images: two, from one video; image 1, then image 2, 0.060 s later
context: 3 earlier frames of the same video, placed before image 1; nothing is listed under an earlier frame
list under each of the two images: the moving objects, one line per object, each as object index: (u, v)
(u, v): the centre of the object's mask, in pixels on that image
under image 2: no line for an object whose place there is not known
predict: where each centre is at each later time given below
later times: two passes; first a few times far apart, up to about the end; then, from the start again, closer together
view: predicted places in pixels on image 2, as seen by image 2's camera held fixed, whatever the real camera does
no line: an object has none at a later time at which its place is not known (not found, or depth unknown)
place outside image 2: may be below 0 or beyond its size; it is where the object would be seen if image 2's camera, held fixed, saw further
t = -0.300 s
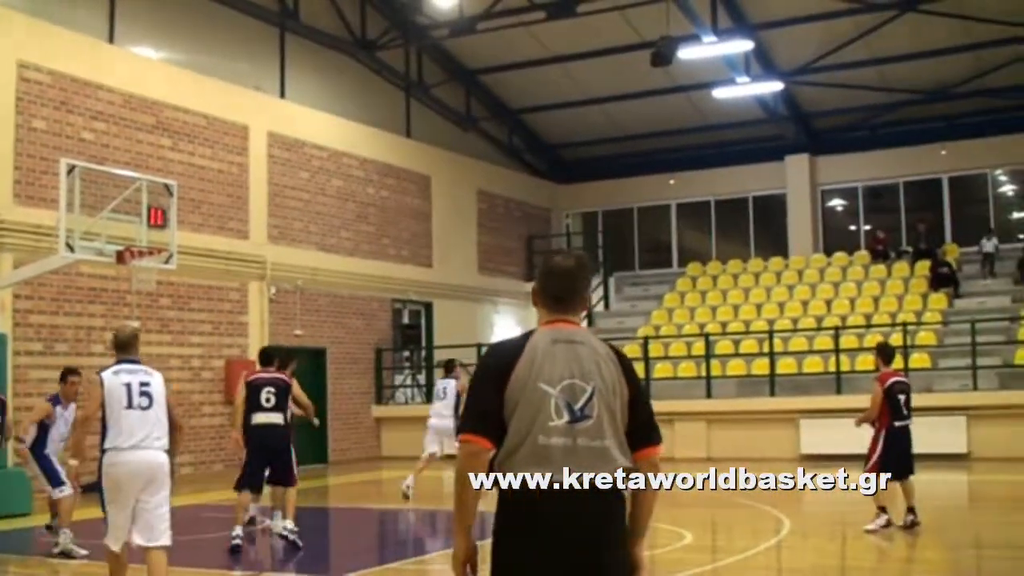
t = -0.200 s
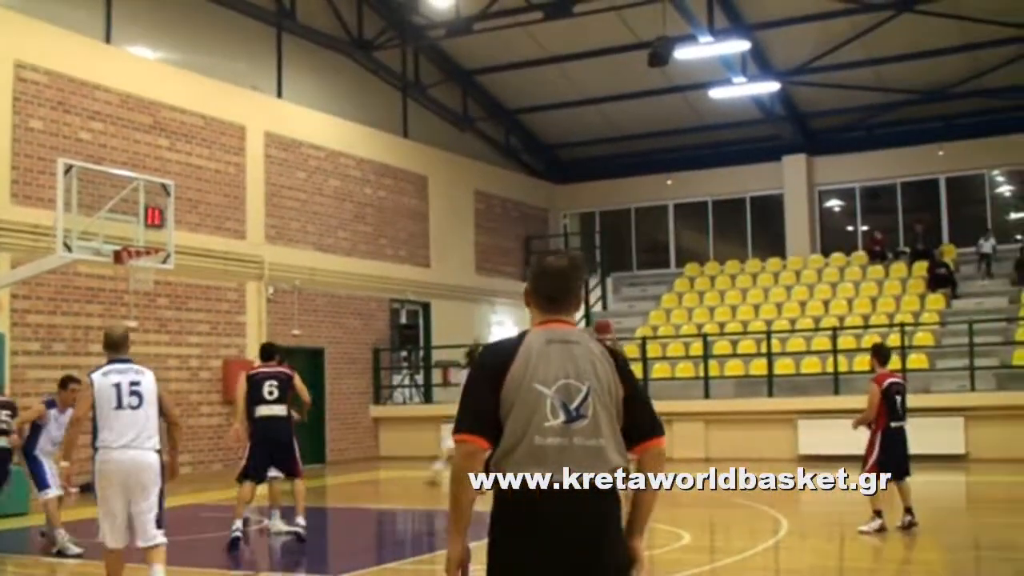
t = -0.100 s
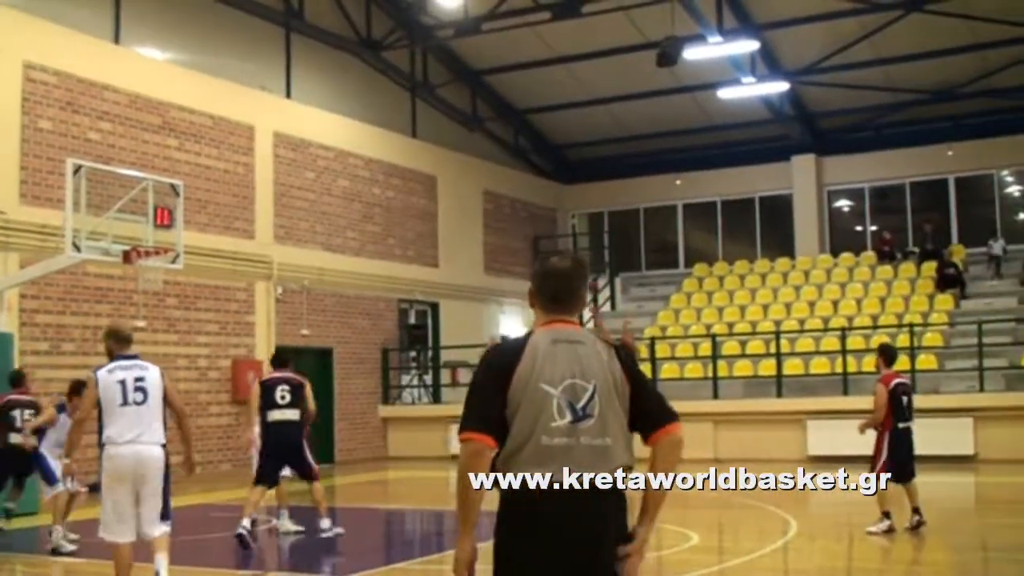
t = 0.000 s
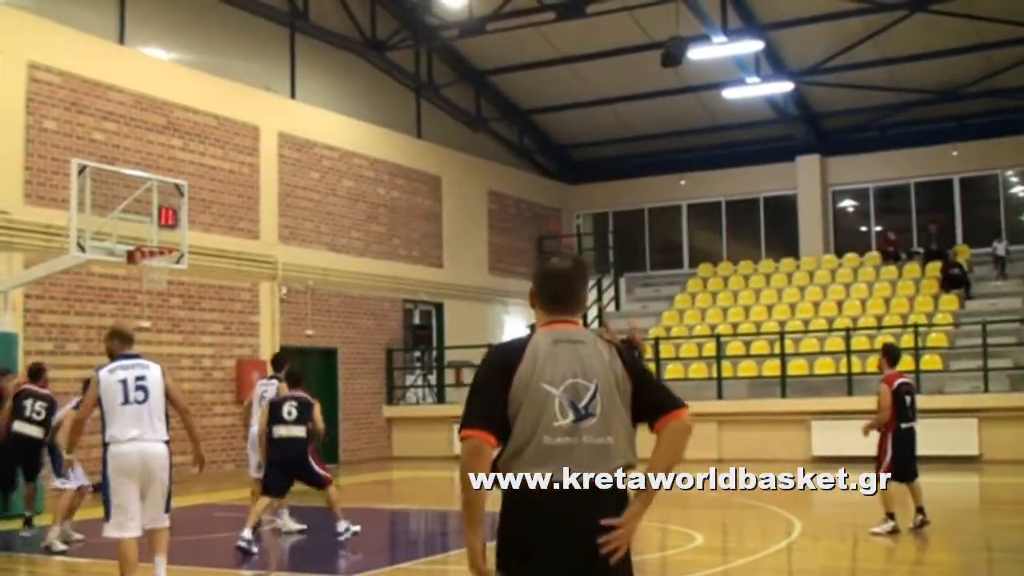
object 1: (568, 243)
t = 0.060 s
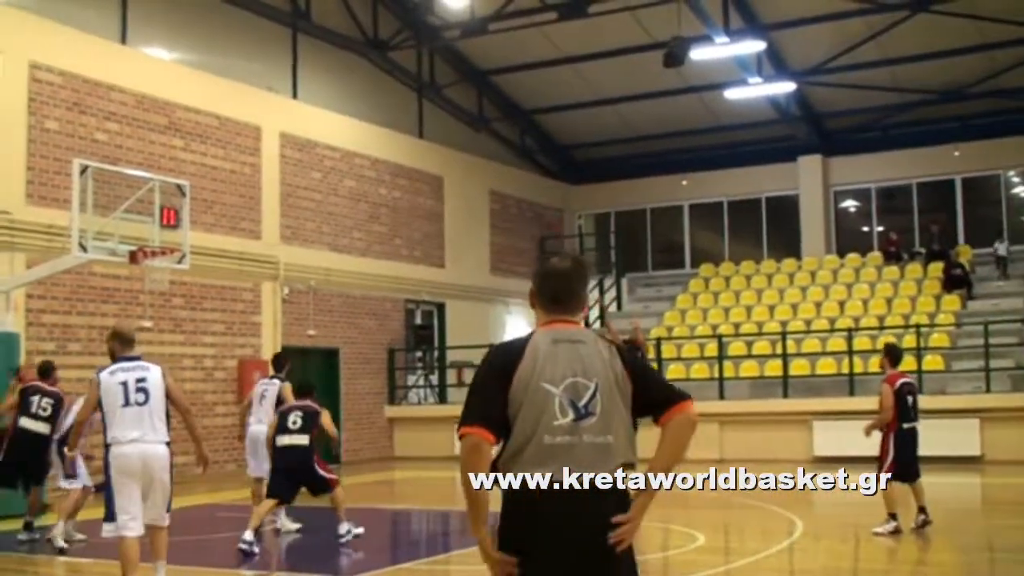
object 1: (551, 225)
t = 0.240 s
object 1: (497, 166)
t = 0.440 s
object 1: (434, 127)
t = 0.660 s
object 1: (362, 121)
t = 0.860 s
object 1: (292, 145)
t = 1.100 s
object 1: (202, 223)
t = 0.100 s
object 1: (542, 210)
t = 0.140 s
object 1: (527, 196)
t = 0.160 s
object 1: (520, 190)
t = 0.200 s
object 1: (508, 177)
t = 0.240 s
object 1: (497, 166)
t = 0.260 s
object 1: (490, 162)
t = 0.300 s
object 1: (479, 154)
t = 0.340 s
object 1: (467, 146)
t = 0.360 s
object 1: (459, 141)
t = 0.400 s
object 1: (447, 136)
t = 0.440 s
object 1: (434, 127)
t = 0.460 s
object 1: (430, 127)
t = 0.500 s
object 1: (415, 124)
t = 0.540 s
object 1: (402, 122)
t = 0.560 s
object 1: (395, 121)
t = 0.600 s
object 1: (382, 121)
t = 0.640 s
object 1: (369, 120)
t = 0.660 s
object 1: (362, 121)
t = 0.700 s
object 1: (349, 122)
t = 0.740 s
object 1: (334, 126)
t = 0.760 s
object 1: (327, 129)
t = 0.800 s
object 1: (313, 134)
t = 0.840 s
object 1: (299, 141)
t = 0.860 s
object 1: (292, 145)
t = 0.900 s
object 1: (278, 154)
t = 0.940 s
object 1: (262, 165)
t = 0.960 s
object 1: (256, 170)
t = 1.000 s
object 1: (241, 184)
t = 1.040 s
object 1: (225, 199)
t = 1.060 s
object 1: (218, 206)
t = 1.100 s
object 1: (202, 223)
